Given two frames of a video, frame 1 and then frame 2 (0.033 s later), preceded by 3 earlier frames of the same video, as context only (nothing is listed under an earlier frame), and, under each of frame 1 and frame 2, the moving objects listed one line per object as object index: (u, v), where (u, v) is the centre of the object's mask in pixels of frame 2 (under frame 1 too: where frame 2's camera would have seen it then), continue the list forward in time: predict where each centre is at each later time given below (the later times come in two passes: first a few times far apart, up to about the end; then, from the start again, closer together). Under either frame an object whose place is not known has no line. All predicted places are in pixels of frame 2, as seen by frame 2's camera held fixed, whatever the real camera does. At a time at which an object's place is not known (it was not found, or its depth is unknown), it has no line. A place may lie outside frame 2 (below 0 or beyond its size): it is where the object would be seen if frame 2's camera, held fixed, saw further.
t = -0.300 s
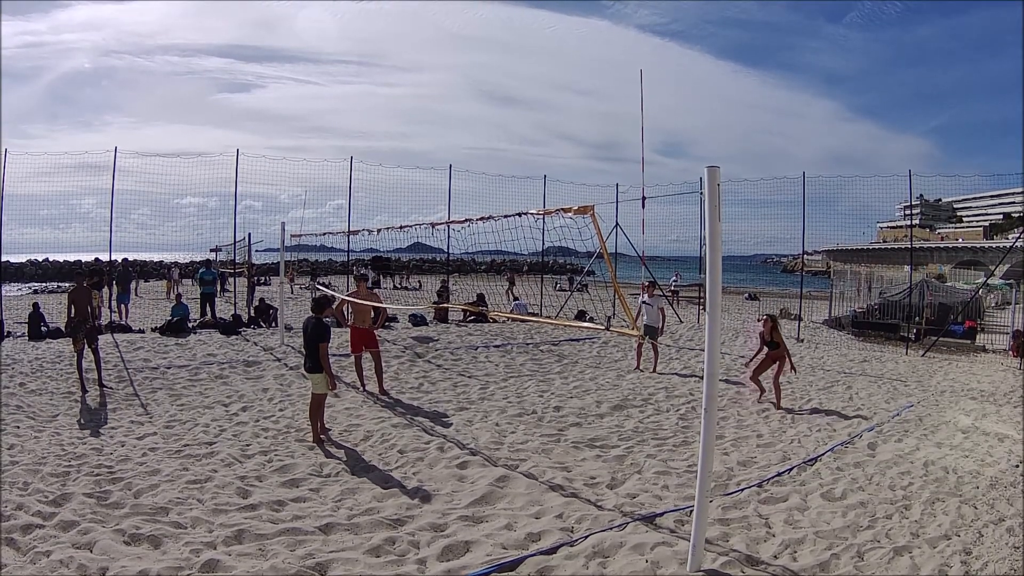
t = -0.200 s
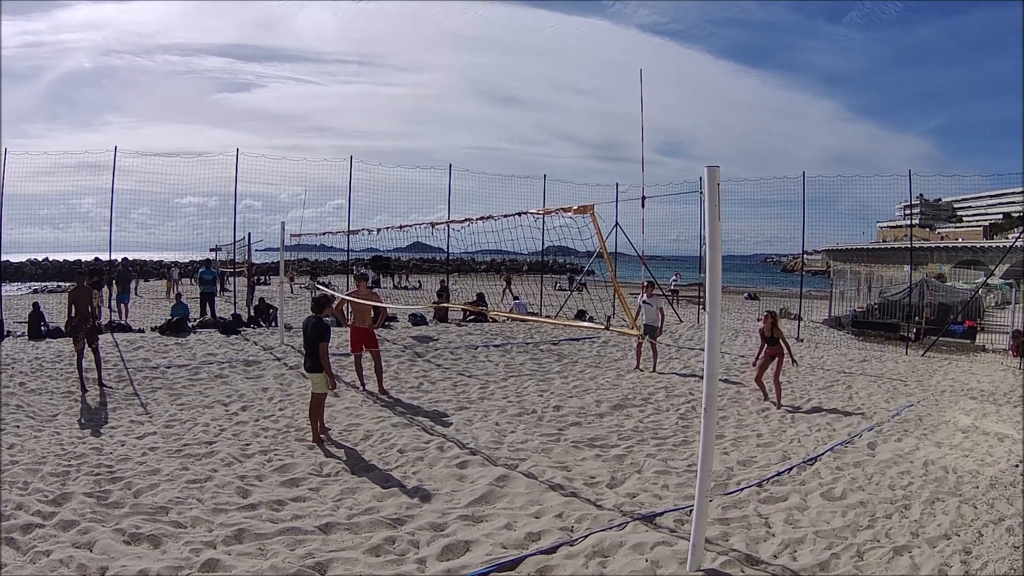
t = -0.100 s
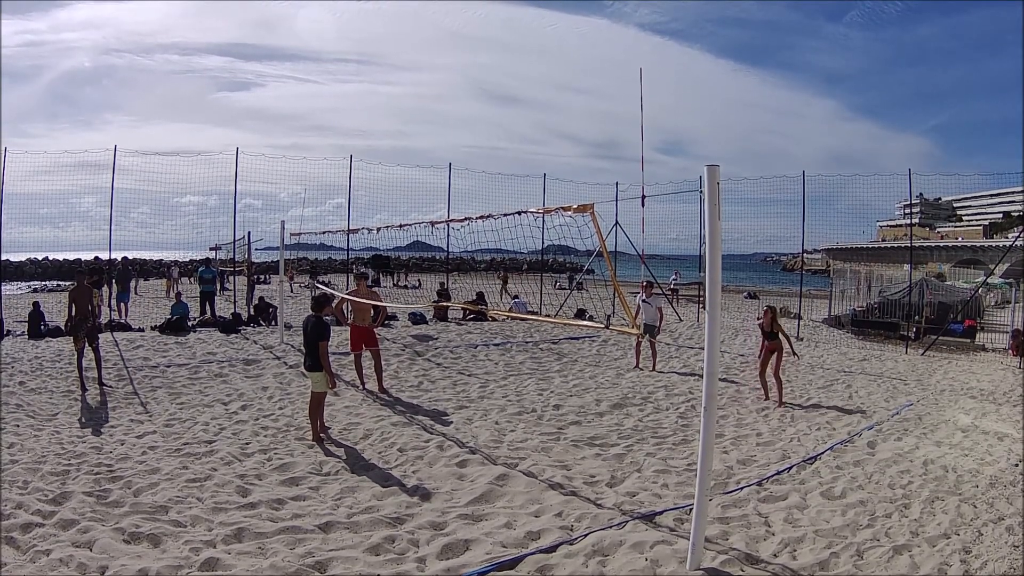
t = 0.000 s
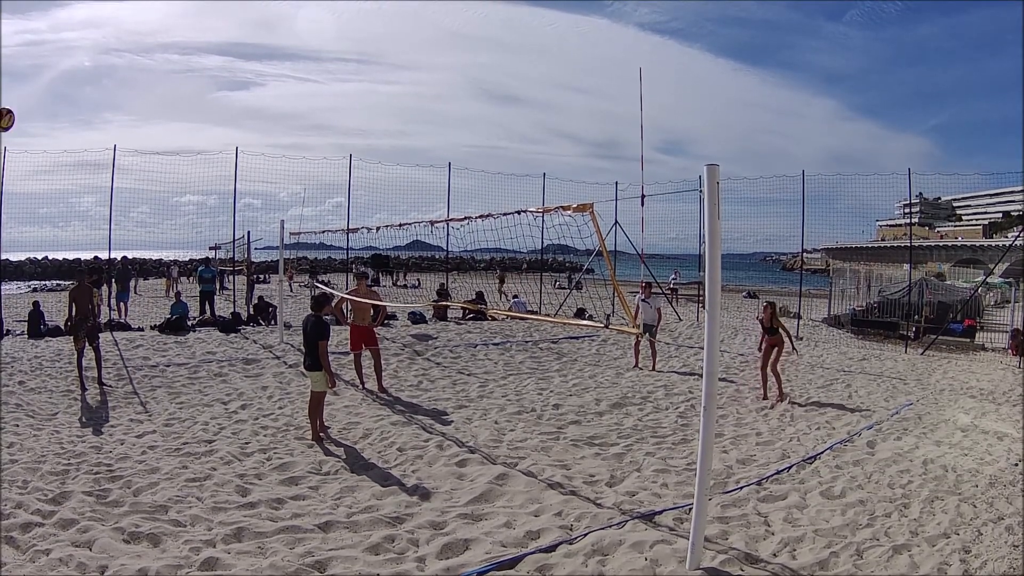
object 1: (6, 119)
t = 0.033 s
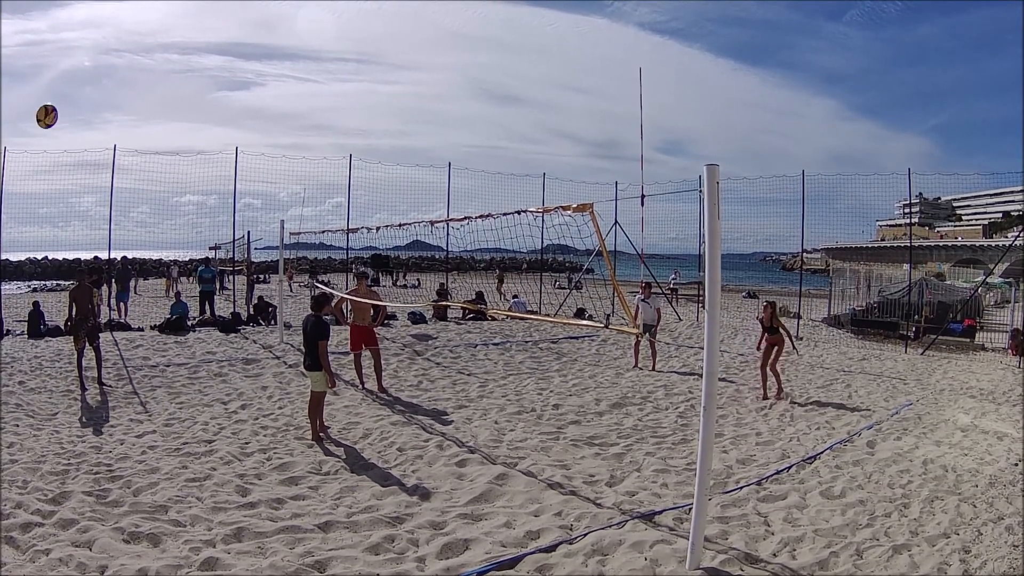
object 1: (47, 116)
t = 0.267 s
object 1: (345, 147)
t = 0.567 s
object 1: (596, 255)
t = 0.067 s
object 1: (91, 115)
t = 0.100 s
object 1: (135, 116)
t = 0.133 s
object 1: (180, 119)
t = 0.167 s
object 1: (223, 123)
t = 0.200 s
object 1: (266, 130)
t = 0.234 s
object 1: (306, 138)
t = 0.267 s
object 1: (345, 147)
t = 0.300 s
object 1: (383, 158)
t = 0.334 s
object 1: (417, 169)
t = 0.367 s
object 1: (450, 180)
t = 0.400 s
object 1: (481, 193)
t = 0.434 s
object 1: (508, 204)
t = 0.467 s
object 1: (534, 218)
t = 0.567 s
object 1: (596, 255)
